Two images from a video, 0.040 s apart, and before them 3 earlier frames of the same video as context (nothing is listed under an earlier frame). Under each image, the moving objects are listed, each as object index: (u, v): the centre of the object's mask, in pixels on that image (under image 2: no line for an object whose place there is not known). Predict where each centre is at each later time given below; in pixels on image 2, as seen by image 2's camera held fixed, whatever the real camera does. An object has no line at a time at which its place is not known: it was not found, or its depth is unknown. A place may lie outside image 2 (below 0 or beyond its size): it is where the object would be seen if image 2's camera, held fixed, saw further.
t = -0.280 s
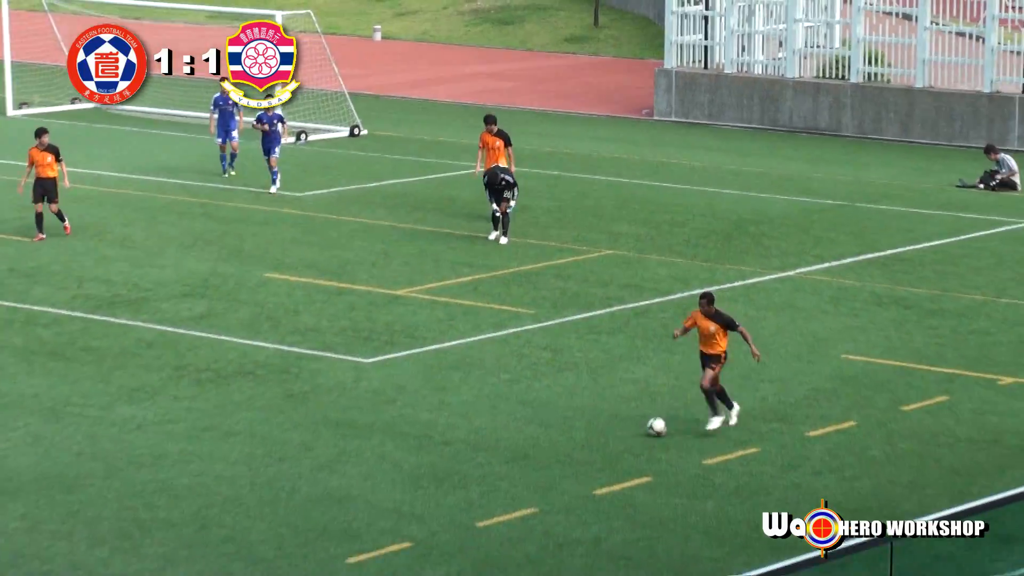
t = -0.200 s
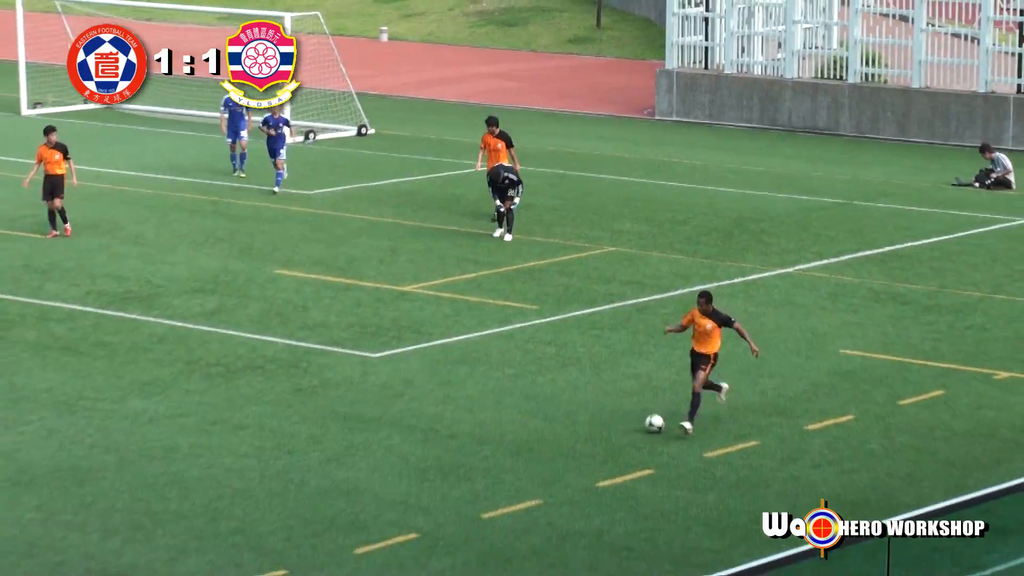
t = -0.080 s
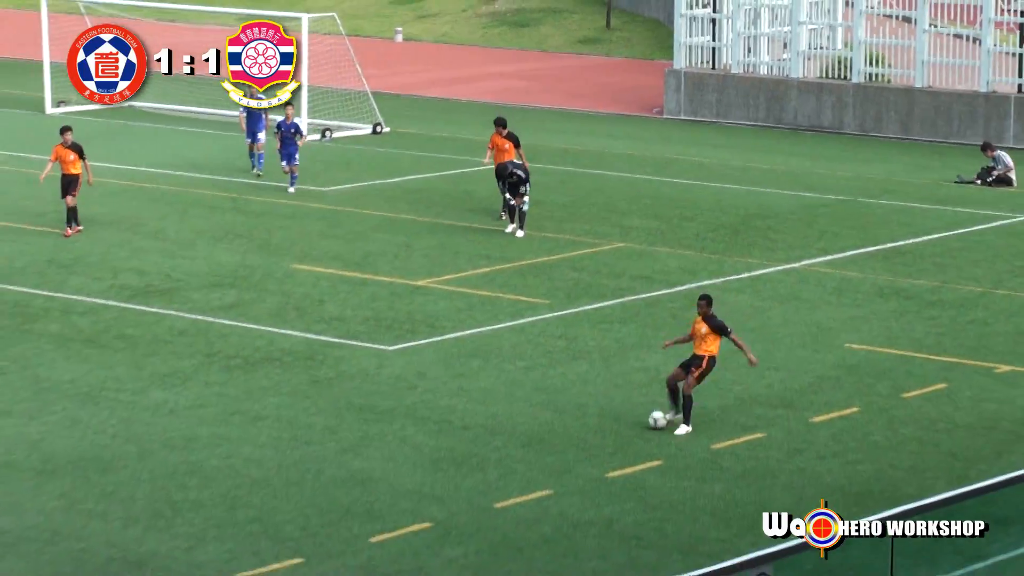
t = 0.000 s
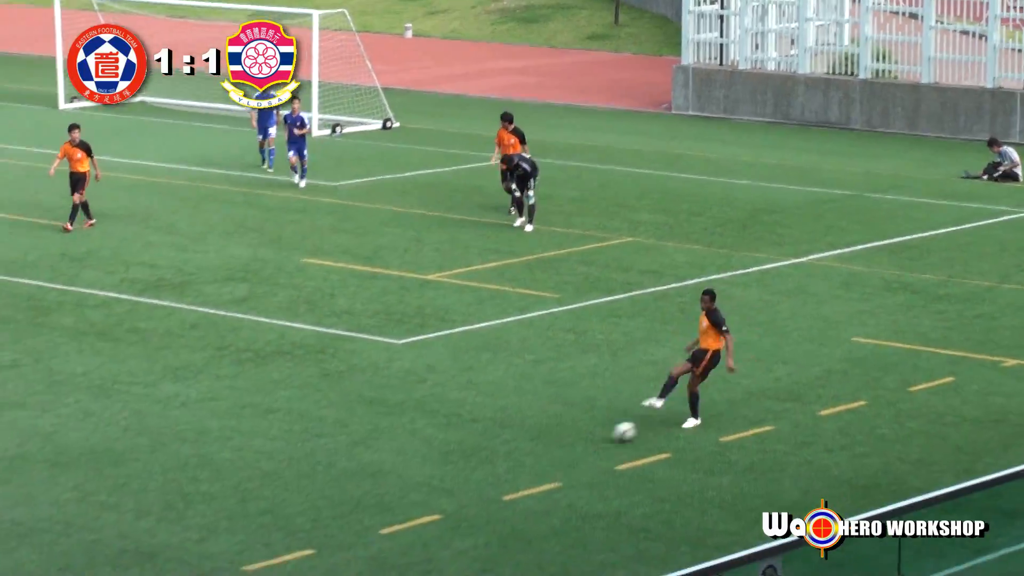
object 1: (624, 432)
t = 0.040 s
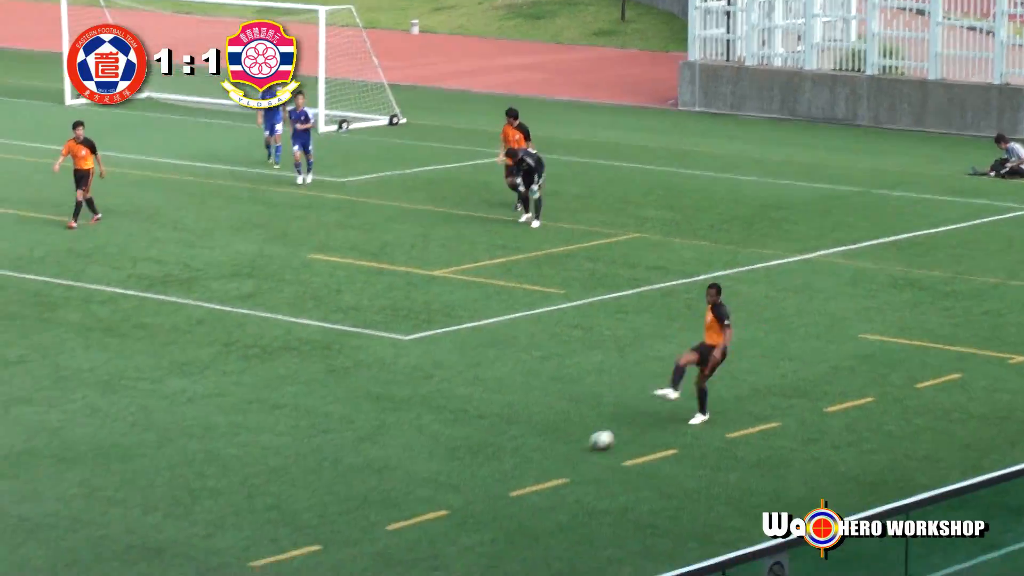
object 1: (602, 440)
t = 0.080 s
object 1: (573, 453)
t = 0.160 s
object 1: (514, 477)
